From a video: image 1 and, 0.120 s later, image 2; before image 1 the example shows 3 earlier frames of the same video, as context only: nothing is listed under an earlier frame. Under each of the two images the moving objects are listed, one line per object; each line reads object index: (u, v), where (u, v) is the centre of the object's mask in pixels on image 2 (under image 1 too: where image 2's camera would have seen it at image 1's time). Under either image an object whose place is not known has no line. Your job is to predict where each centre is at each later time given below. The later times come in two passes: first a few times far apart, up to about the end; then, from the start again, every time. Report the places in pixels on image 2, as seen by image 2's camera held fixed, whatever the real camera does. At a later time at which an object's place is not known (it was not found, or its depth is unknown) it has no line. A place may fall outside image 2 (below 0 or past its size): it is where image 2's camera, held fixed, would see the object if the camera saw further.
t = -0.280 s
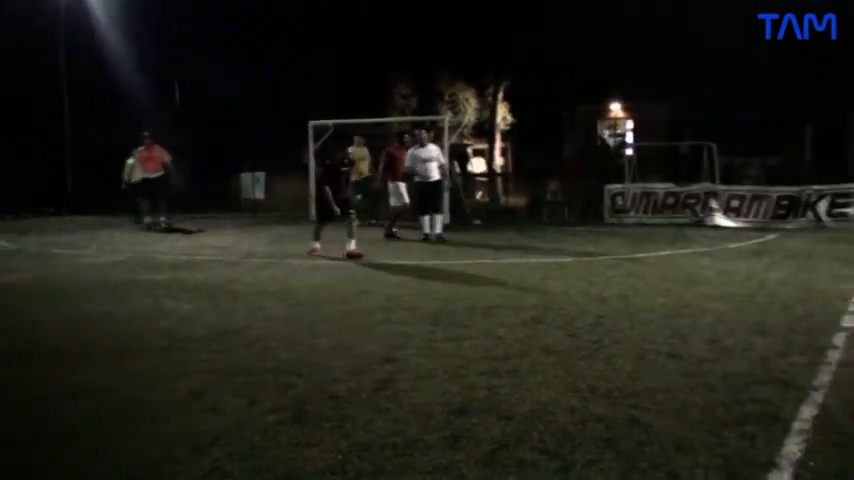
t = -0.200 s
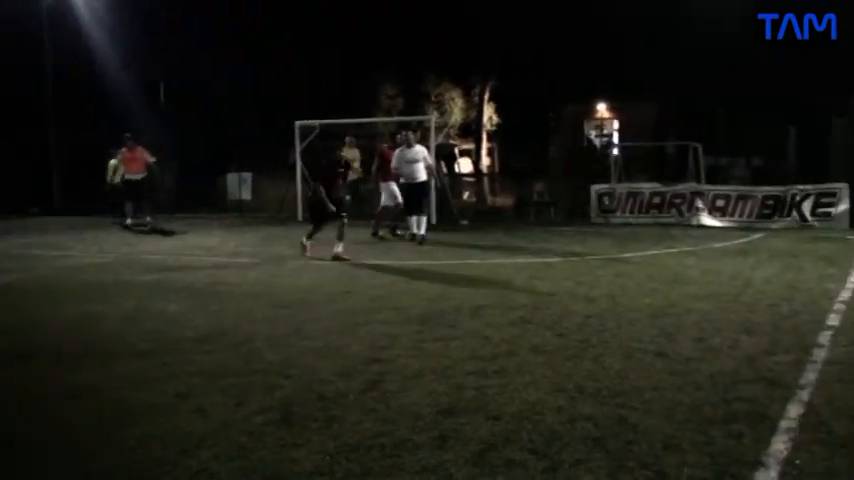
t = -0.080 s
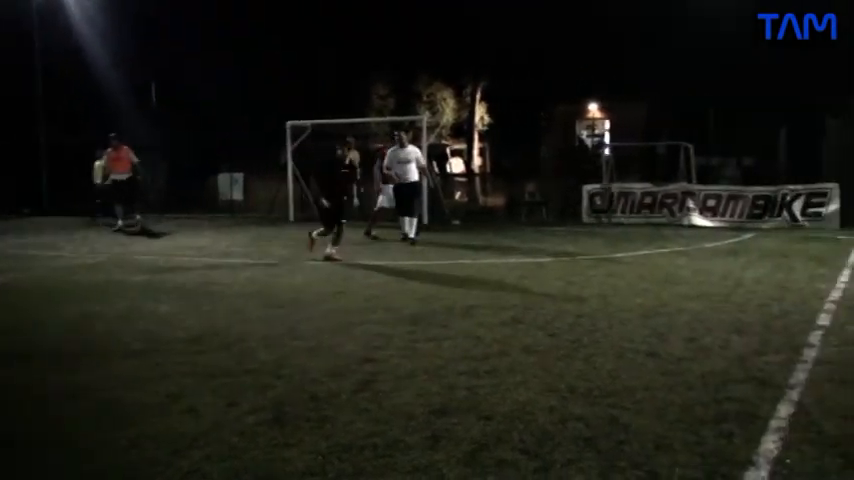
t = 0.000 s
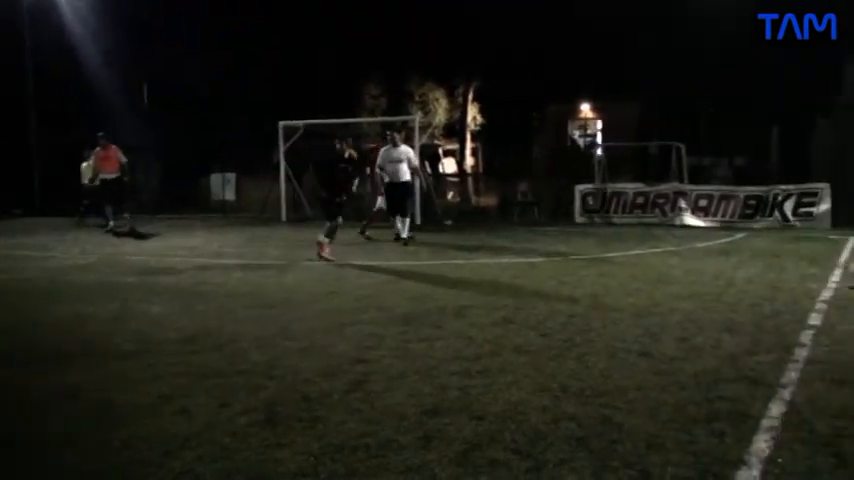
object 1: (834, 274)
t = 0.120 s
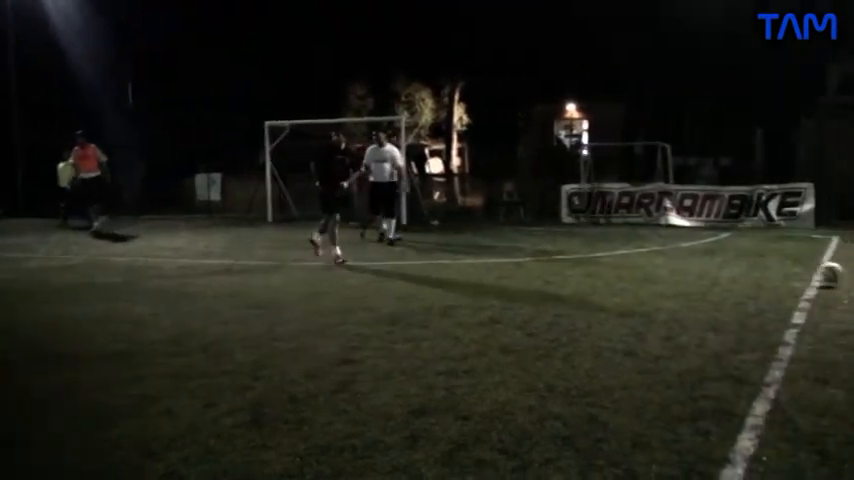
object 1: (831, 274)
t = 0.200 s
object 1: (821, 271)
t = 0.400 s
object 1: (797, 278)
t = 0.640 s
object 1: (770, 280)
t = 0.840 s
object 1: (750, 282)
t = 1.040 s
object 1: (730, 284)
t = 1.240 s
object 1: (712, 286)
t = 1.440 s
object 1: (696, 288)
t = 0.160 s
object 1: (826, 271)
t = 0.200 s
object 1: (821, 271)
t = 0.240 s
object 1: (816, 274)
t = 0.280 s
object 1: (809, 277)
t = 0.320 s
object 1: (805, 276)
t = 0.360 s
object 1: (801, 277)
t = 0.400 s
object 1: (797, 278)
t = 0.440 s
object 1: (792, 279)
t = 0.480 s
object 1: (787, 279)
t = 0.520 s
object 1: (783, 279)
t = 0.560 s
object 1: (779, 279)
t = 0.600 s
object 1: (774, 280)
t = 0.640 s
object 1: (770, 280)
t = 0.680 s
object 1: (766, 281)
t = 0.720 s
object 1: (762, 281)
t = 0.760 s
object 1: (758, 281)
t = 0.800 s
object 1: (753, 281)
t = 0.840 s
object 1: (750, 282)
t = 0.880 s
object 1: (745, 282)
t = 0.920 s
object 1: (741, 283)
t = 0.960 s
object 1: (738, 284)
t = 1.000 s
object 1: (734, 284)
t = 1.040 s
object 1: (730, 284)
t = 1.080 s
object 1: (726, 285)
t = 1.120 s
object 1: (723, 285)
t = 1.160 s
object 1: (720, 285)
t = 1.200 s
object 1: (715, 286)
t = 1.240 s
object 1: (712, 286)
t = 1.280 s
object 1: (709, 286)
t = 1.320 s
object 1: (705, 287)
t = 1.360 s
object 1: (702, 287)
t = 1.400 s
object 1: (699, 287)
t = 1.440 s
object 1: (696, 288)
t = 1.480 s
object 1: (692, 288)
